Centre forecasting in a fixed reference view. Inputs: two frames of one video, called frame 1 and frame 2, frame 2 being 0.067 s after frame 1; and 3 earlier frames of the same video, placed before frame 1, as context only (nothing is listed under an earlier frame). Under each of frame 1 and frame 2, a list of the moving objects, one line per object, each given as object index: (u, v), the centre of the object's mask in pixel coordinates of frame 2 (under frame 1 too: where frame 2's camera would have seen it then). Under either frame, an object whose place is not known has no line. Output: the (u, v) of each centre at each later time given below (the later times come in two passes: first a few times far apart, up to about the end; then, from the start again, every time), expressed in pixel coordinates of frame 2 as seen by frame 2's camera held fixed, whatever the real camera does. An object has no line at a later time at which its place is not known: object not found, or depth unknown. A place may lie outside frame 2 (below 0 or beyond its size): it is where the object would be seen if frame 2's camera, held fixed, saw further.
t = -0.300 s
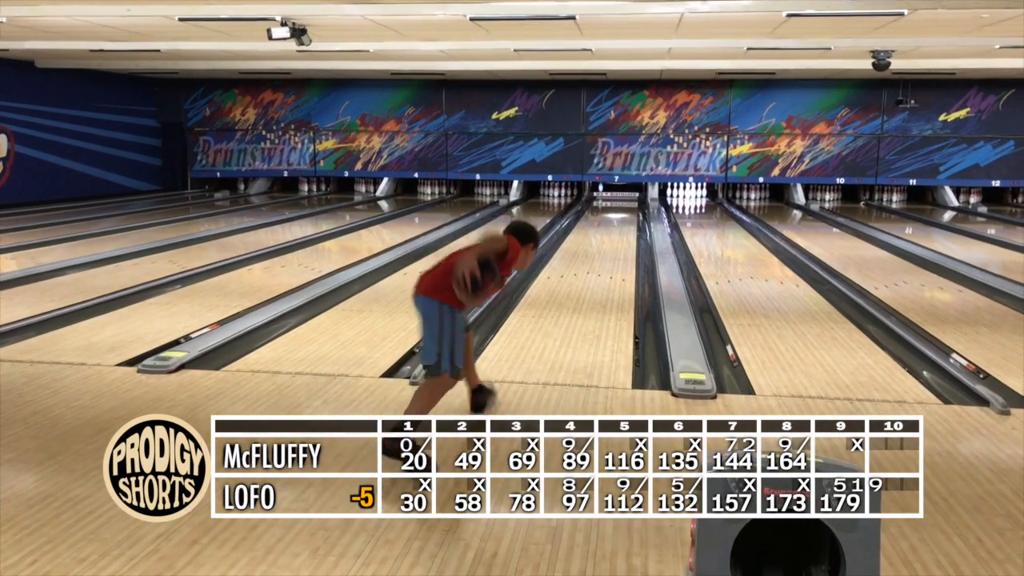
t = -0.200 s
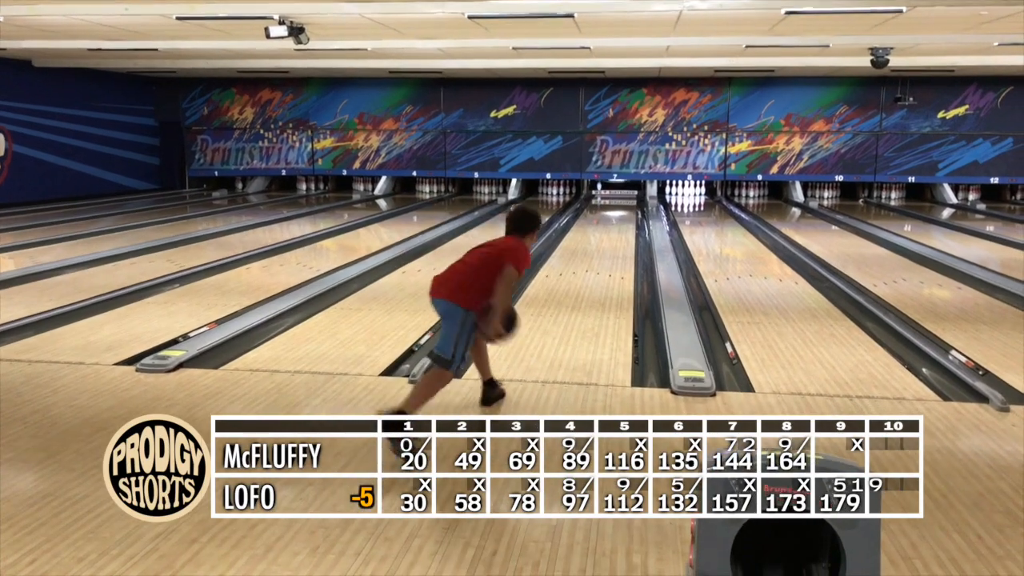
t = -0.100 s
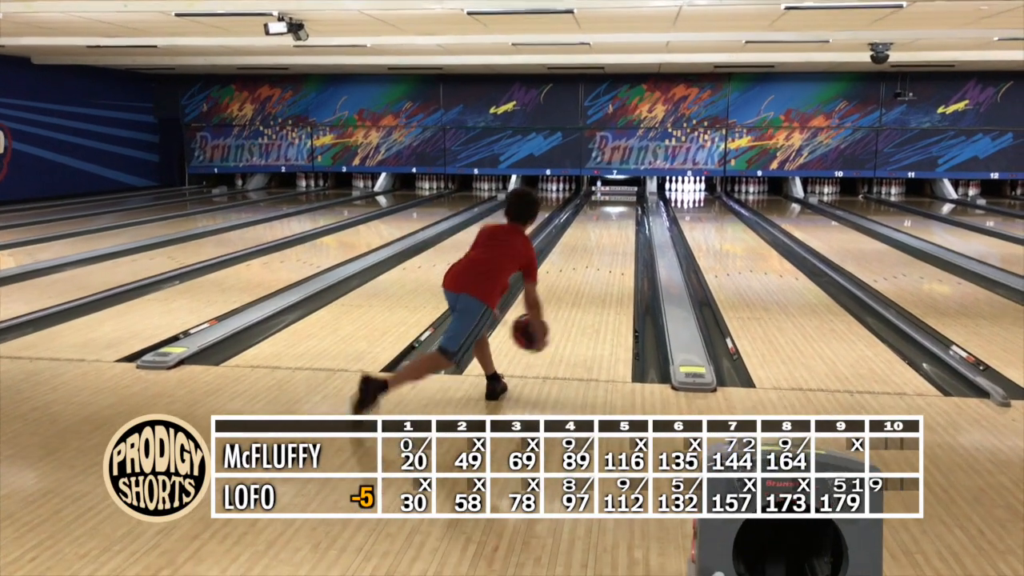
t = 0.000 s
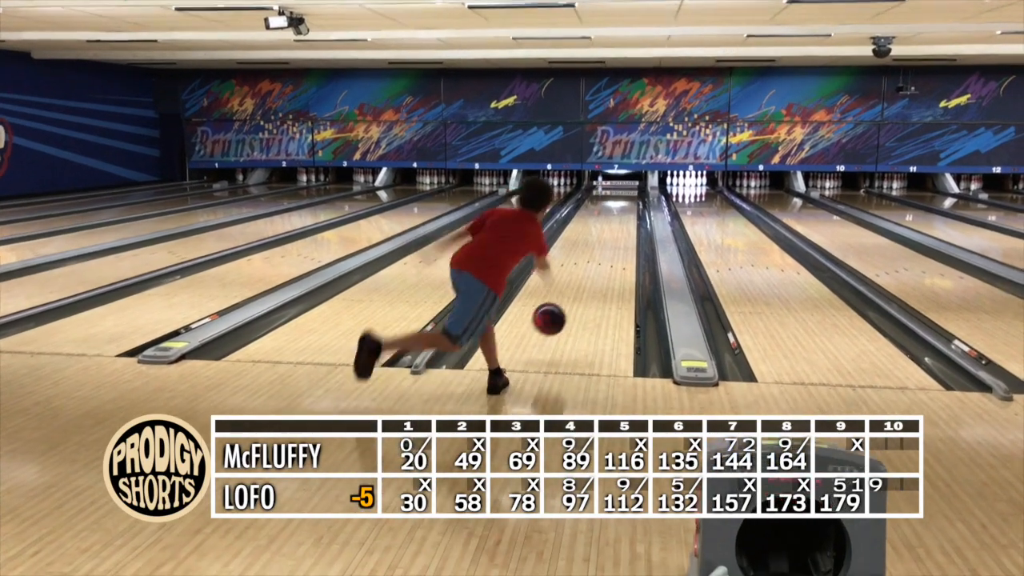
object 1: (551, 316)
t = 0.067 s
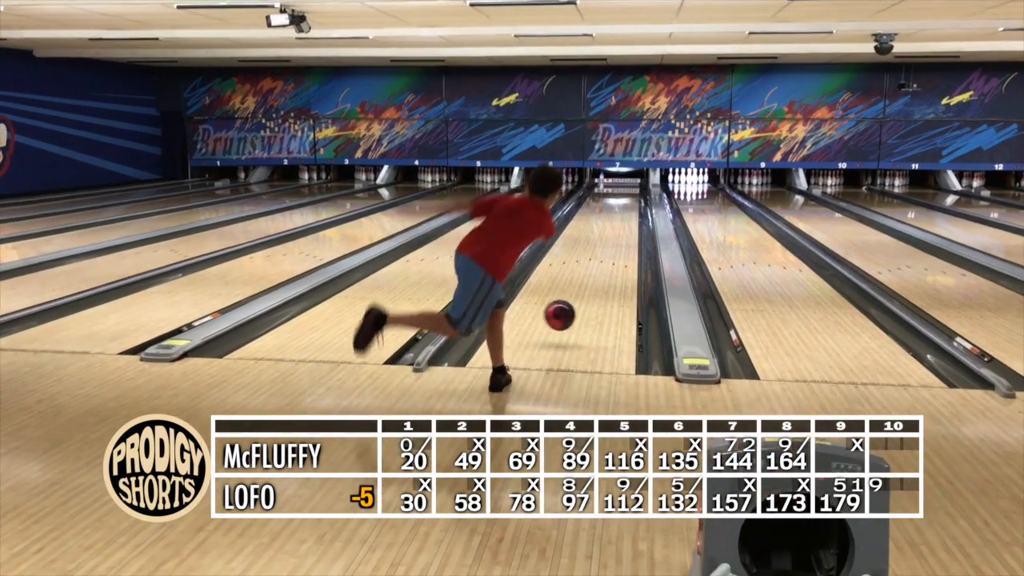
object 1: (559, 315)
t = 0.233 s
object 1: (576, 303)
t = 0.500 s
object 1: (594, 271)
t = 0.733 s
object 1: (604, 251)
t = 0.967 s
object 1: (611, 237)
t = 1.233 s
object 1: (616, 224)
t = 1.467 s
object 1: (619, 215)
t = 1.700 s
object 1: (620, 208)
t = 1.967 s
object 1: (621, 201)
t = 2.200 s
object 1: (620, 196)
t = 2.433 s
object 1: (619, 191)
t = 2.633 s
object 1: (617, 187)
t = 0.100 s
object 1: (563, 316)
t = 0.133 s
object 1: (567, 319)
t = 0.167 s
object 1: (570, 313)
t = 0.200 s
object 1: (573, 308)
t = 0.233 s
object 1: (576, 303)
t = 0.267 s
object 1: (579, 298)
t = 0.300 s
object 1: (582, 294)
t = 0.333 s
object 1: (584, 290)
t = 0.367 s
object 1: (586, 285)
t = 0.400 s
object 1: (588, 282)
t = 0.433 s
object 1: (590, 278)
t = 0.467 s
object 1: (592, 274)
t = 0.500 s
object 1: (594, 271)
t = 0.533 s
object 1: (596, 268)
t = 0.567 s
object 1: (597, 265)
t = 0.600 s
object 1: (599, 262)
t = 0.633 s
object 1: (600, 259)
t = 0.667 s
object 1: (602, 256)
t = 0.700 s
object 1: (603, 253)
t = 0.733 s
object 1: (604, 251)
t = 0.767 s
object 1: (605, 249)
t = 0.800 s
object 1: (606, 247)
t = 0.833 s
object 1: (608, 245)
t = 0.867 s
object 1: (608, 243)
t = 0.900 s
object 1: (609, 241)
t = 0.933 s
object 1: (610, 239)
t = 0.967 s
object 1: (611, 237)
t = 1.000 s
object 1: (612, 235)
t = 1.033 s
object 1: (613, 233)
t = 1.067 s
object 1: (613, 232)
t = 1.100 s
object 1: (614, 230)
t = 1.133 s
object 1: (615, 229)
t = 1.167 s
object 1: (615, 227)
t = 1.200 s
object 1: (616, 226)
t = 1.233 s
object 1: (616, 224)
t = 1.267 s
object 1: (617, 223)
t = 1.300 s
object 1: (617, 221)
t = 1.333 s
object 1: (617, 220)
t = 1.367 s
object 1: (618, 219)
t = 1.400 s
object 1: (618, 217)
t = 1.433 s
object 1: (619, 216)
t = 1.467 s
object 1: (619, 215)
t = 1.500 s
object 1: (619, 214)
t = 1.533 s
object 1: (620, 213)
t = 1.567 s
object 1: (620, 212)
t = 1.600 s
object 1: (620, 211)
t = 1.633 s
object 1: (620, 210)
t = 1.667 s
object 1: (620, 209)
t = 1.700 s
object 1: (620, 208)
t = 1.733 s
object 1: (620, 207)
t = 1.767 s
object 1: (621, 206)
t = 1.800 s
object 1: (621, 205)
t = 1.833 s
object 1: (621, 204)
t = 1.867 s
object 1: (620, 203)
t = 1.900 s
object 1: (621, 202)
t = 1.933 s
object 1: (621, 202)
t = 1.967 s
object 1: (621, 201)
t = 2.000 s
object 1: (621, 200)
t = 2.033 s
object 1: (621, 199)
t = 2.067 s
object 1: (621, 198)
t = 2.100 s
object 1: (620, 197)
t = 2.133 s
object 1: (620, 197)
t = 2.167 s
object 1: (620, 197)
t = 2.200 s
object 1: (620, 196)
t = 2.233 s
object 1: (620, 196)
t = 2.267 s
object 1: (620, 195)
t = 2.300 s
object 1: (620, 194)
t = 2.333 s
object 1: (619, 193)
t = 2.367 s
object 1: (619, 192)
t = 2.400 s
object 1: (619, 192)
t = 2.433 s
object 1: (619, 191)
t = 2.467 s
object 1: (619, 190)
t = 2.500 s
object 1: (618, 189)
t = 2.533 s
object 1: (618, 189)
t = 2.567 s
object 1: (617, 188)
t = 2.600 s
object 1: (616, 188)
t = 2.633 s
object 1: (617, 187)
